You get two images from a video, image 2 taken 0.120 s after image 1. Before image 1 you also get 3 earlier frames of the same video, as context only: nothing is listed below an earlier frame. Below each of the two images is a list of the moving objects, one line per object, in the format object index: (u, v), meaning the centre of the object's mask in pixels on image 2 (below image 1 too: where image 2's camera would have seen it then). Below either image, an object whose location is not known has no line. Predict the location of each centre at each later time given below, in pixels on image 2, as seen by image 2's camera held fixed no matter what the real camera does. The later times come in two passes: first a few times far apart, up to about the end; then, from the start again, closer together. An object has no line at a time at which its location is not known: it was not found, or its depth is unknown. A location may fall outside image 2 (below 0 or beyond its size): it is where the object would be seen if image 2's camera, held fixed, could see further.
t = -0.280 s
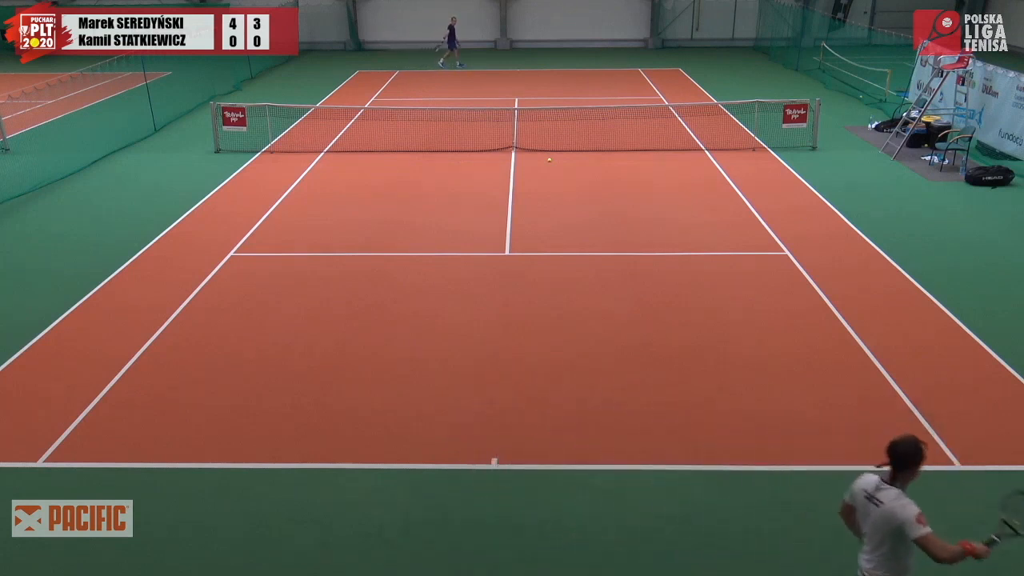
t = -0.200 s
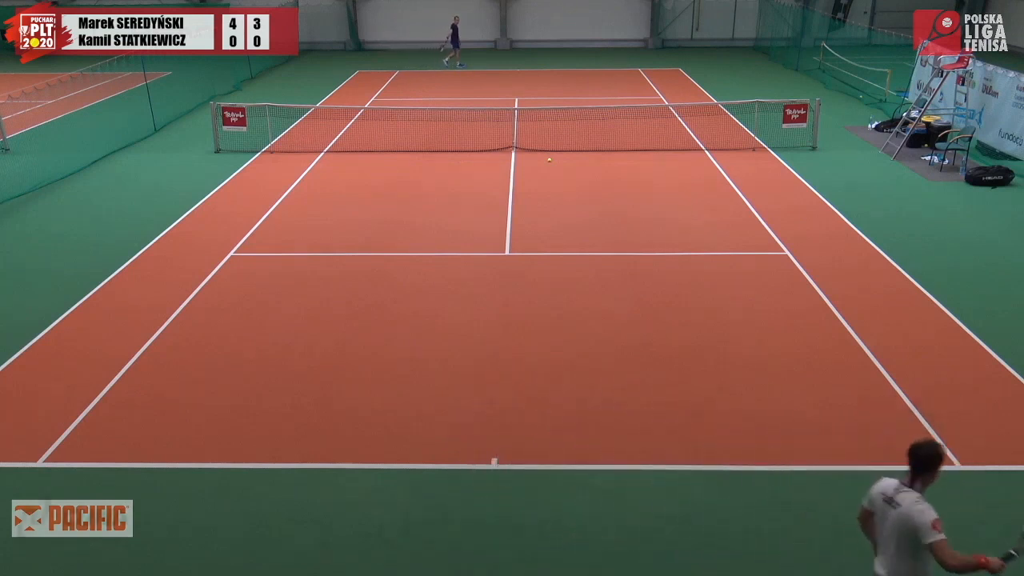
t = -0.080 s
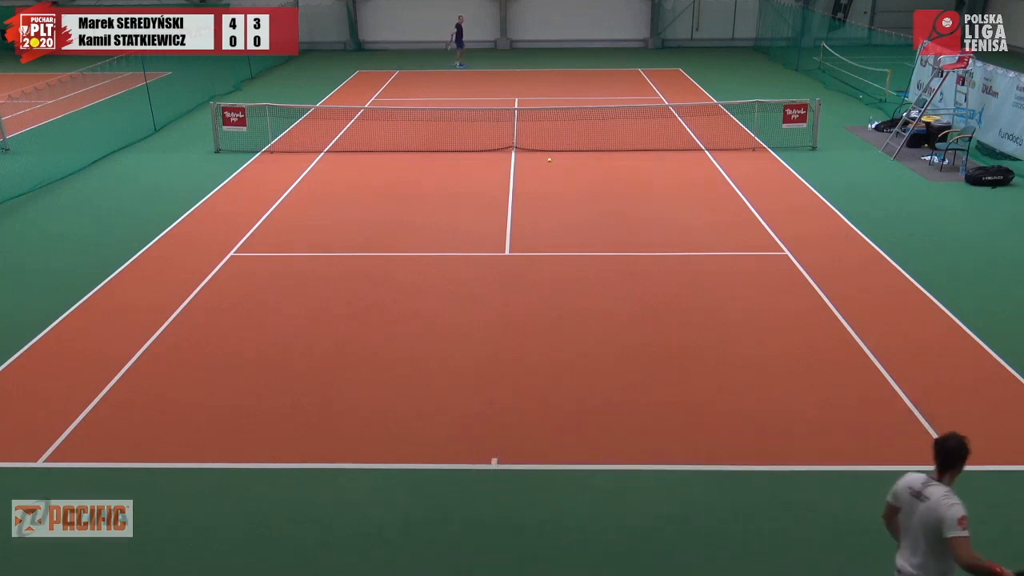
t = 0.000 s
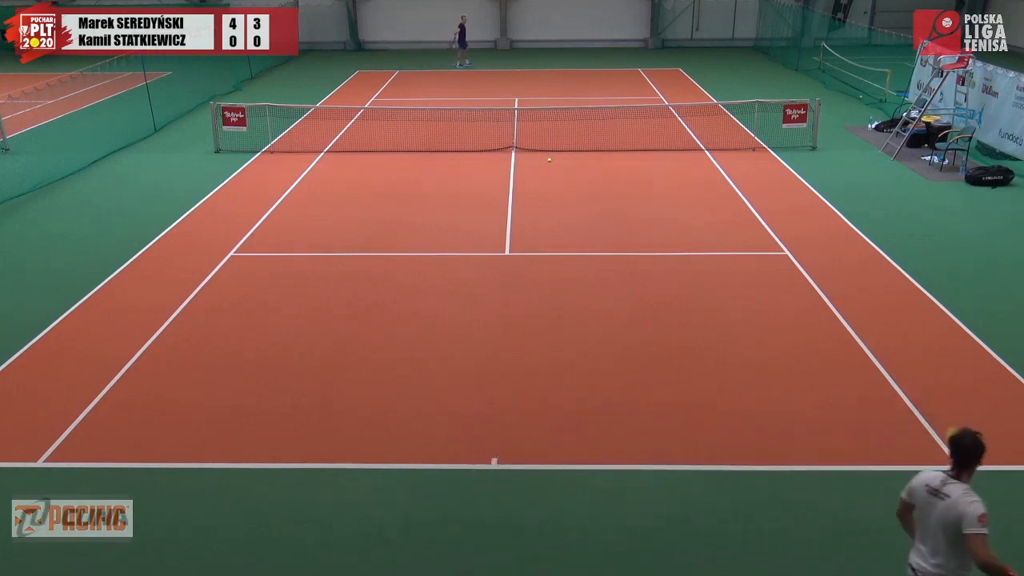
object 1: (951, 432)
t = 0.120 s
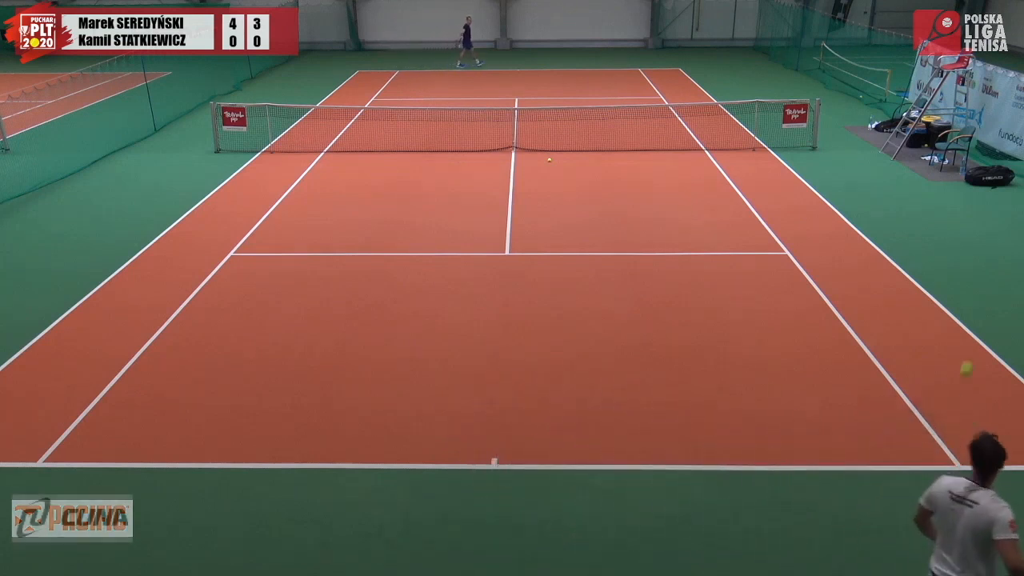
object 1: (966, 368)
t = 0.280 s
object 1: (980, 309)
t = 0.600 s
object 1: (984, 298)
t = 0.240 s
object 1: (977, 320)
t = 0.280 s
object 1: (980, 309)
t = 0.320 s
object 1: (982, 299)
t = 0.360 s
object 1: (984, 292)
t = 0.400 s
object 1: (985, 287)
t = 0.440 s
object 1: (986, 284)
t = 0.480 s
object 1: (986, 284)
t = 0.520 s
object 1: (986, 286)
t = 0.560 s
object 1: (985, 291)
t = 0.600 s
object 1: (984, 298)
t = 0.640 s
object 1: (983, 307)
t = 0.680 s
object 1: (980, 318)
